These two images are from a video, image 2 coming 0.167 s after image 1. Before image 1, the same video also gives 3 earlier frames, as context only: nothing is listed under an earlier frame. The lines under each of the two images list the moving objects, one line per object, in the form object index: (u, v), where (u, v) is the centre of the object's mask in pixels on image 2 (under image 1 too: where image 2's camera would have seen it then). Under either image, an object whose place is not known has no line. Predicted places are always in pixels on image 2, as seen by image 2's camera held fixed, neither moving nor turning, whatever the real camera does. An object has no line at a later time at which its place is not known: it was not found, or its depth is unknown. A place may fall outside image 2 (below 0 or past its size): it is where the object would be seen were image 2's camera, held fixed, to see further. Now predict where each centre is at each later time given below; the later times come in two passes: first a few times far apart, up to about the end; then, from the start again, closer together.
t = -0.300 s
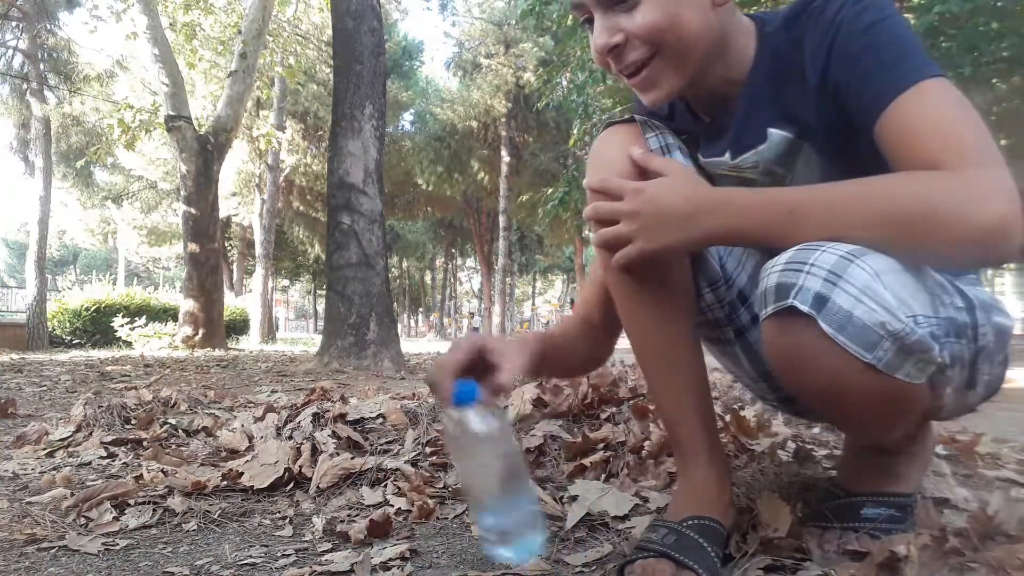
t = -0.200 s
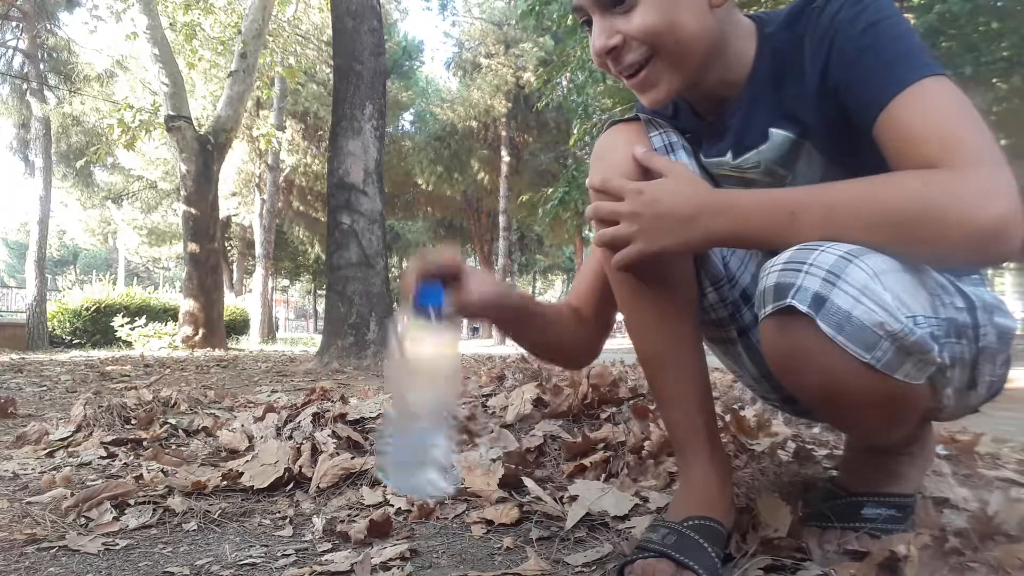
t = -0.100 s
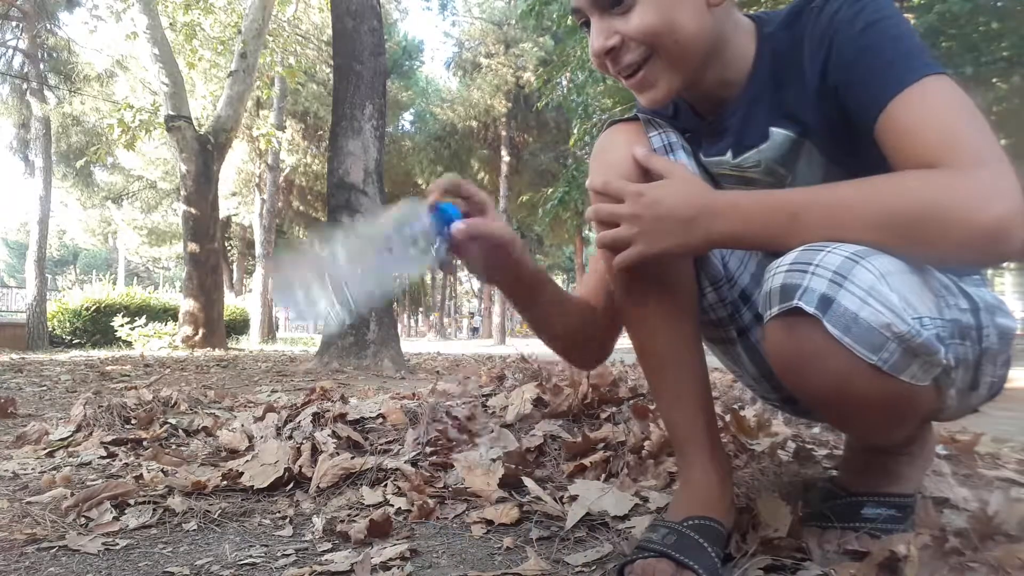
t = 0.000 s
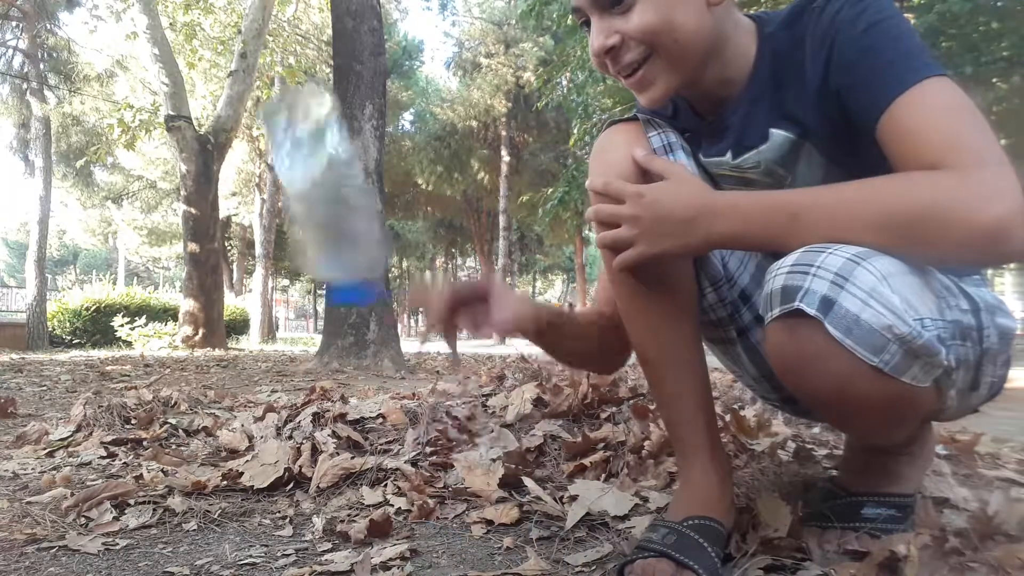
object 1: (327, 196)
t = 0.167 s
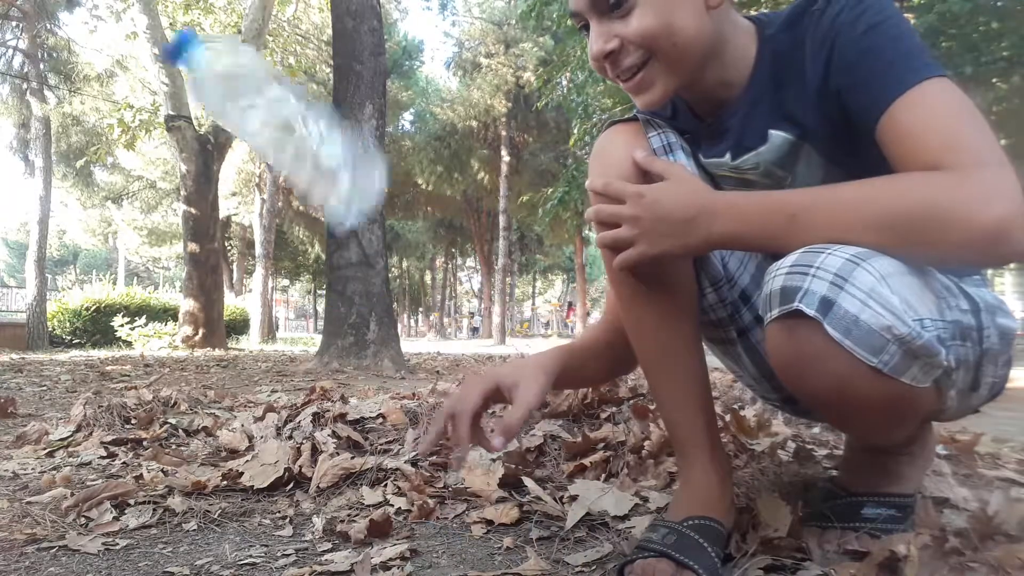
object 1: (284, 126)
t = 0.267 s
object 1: (309, 298)
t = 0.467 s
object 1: (360, 504)
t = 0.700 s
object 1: (406, 551)
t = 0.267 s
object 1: (309, 298)
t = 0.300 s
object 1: (312, 395)
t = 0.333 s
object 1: (318, 475)
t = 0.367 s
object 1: (331, 500)
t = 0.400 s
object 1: (343, 500)
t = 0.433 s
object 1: (351, 501)
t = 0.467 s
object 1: (360, 504)
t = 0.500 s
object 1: (370, 509)
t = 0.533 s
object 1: (383, 517)
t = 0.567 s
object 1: (398, 533)
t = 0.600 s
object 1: (404, 551)
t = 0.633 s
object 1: (406, 551)
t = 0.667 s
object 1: (406, 551)
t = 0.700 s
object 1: (406, 551)
